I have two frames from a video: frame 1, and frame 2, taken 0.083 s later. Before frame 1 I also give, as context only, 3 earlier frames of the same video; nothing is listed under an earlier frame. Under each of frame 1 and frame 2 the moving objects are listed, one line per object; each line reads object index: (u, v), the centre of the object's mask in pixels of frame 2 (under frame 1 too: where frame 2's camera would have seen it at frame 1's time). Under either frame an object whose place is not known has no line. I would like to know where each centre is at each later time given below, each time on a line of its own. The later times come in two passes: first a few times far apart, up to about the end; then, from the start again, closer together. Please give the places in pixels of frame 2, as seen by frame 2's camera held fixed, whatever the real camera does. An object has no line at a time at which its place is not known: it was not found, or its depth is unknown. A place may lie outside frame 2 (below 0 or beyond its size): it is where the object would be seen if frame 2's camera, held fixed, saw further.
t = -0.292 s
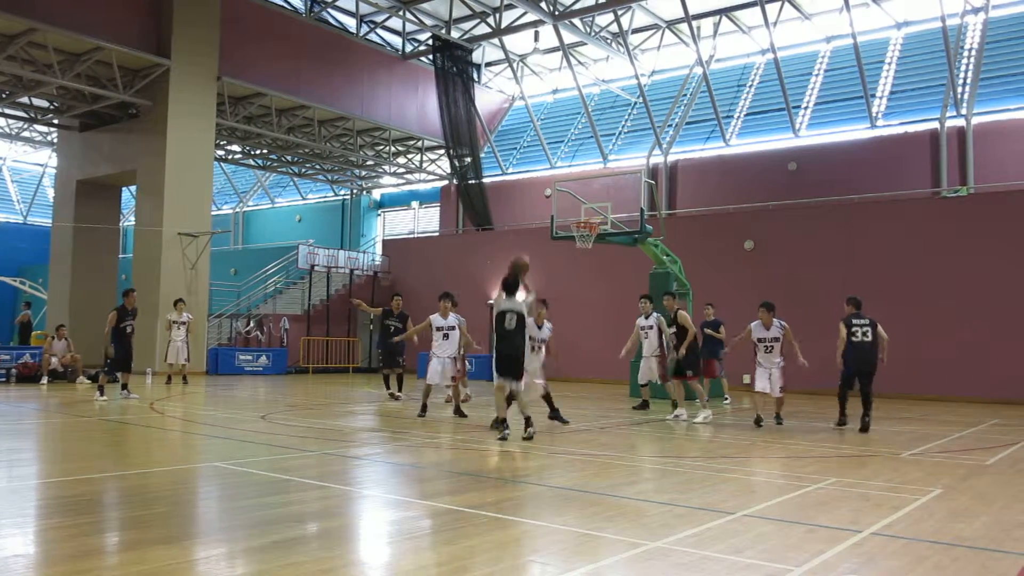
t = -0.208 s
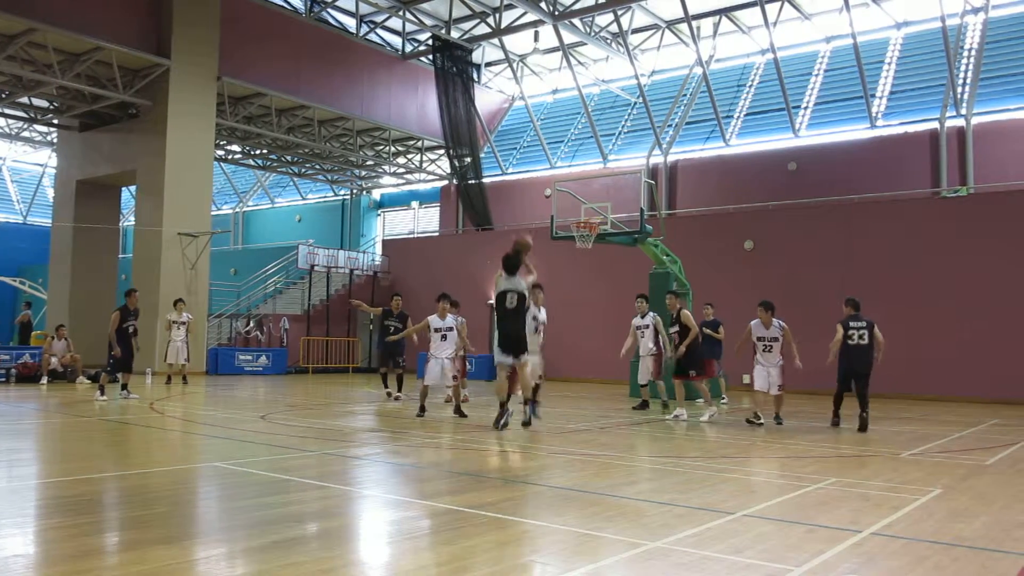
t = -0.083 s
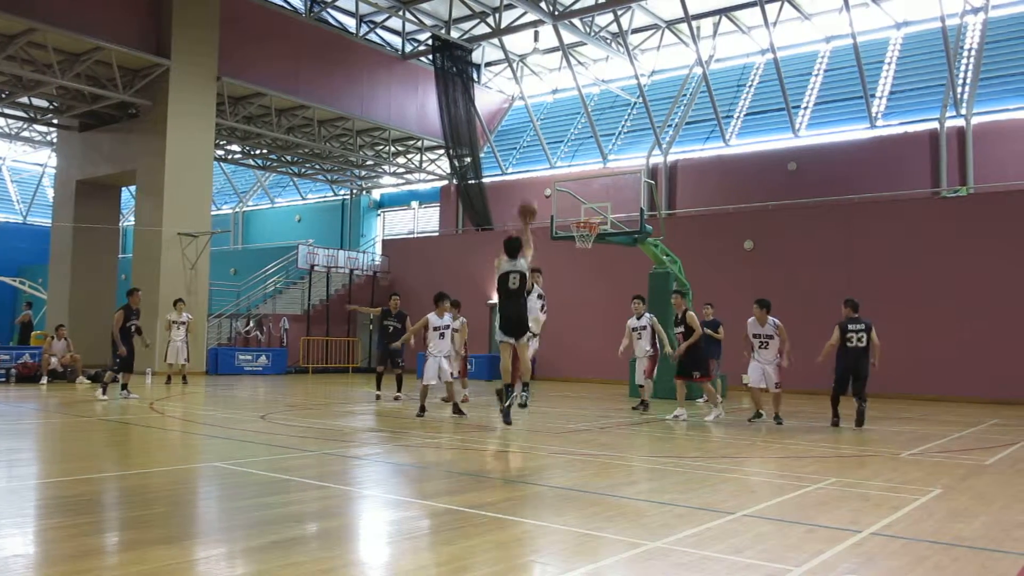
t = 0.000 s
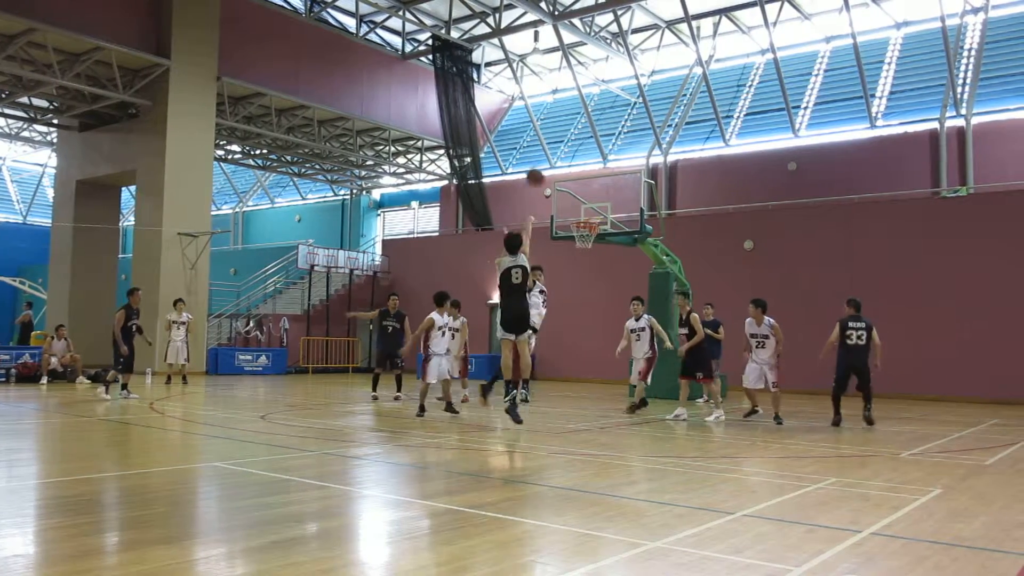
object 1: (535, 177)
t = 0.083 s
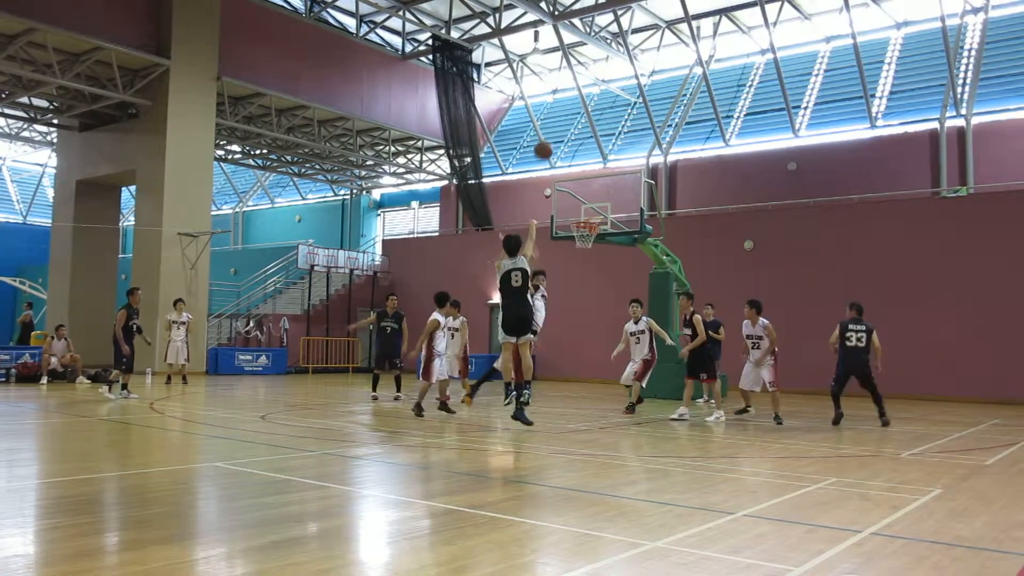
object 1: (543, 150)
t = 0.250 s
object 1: (556, 119)
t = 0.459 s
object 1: (570, 111)
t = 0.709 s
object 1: (583, 139)
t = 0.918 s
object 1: (592, 186)
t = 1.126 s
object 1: (592, 207)
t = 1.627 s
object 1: (566, 212)
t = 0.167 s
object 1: (550, 131)
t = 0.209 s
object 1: (553, 124)
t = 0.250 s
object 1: (556, 119)
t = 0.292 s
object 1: (559, 115)
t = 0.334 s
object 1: (562, 112)
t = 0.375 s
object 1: (564, 111)
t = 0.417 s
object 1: (567, 111)
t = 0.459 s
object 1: (570, 111)
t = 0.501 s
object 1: (572, 113)
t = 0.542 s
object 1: (574, 117)
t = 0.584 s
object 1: (577, 120)
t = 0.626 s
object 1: (579, 126)
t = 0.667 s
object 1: (581, 132)
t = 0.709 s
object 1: (583, 139)
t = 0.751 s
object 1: (585, 146)
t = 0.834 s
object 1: (589, 164)
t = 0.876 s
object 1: (590, 175)
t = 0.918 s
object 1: (592, 186)
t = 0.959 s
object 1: (594, 197)
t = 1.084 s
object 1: (594, 213)
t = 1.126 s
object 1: (592, 207)
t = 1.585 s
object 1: (568, 206)
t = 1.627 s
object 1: (566, 212)
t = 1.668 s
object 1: (564, 218)
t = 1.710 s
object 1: (561, 228)
